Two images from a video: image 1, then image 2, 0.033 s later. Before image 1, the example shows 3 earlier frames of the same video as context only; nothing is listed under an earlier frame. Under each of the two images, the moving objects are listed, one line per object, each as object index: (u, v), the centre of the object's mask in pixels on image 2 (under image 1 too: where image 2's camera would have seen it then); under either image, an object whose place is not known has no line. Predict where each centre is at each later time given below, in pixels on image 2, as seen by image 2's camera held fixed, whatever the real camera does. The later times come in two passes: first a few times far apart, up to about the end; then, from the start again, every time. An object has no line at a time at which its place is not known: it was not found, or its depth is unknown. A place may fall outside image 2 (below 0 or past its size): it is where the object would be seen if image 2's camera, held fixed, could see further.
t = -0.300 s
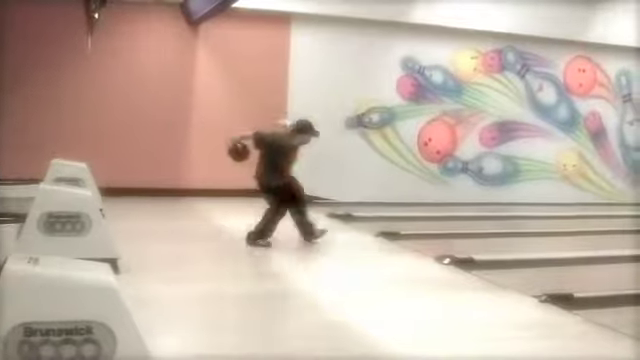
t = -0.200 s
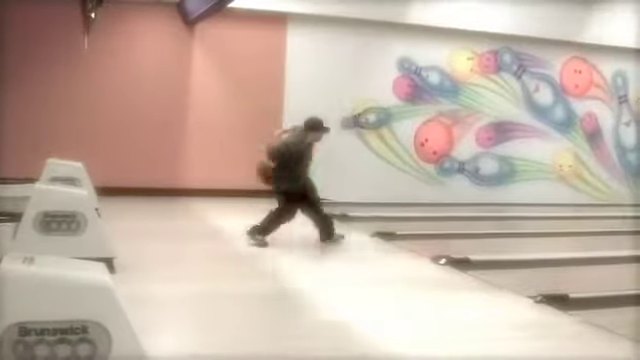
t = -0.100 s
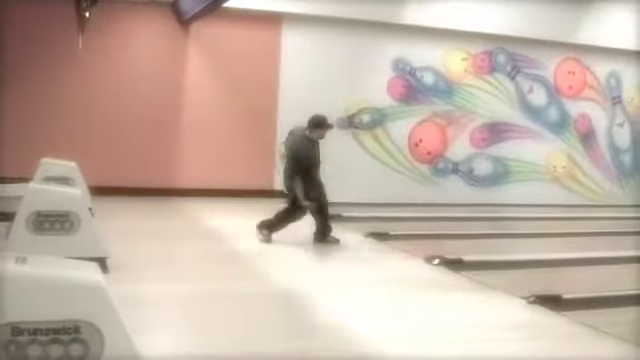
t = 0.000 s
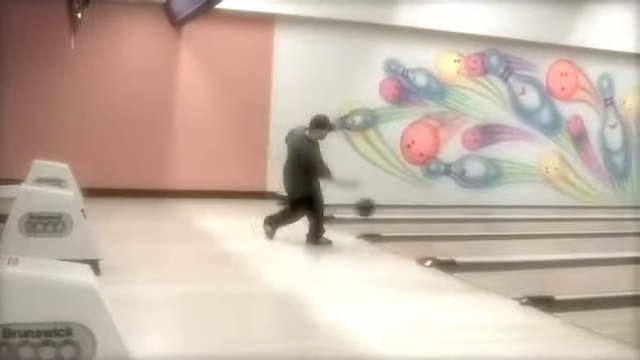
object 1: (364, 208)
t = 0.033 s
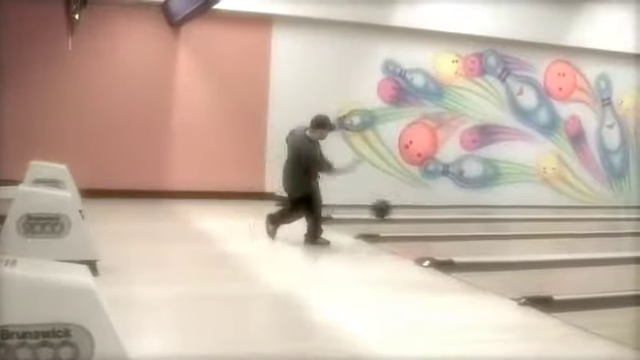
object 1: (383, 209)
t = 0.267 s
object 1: (498, 239)
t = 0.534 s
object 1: (610, 240)
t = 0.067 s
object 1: (401, 211)
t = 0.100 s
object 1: (422, 214)
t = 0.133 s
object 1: (435, 218)
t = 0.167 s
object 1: (453, 225)
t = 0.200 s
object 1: (469, 229)
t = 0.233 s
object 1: (482, 238)
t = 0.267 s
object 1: (498, 239)
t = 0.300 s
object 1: (513, 239)
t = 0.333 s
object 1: (528, 239)
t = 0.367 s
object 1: (542, 240)
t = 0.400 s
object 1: (556, 240)
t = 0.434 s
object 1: (570, 240)
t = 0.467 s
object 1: (583, 240)
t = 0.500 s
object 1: (595, 240)
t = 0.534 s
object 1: (610, 240)
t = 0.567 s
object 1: (623, 239)
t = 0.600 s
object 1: (636, 239)
